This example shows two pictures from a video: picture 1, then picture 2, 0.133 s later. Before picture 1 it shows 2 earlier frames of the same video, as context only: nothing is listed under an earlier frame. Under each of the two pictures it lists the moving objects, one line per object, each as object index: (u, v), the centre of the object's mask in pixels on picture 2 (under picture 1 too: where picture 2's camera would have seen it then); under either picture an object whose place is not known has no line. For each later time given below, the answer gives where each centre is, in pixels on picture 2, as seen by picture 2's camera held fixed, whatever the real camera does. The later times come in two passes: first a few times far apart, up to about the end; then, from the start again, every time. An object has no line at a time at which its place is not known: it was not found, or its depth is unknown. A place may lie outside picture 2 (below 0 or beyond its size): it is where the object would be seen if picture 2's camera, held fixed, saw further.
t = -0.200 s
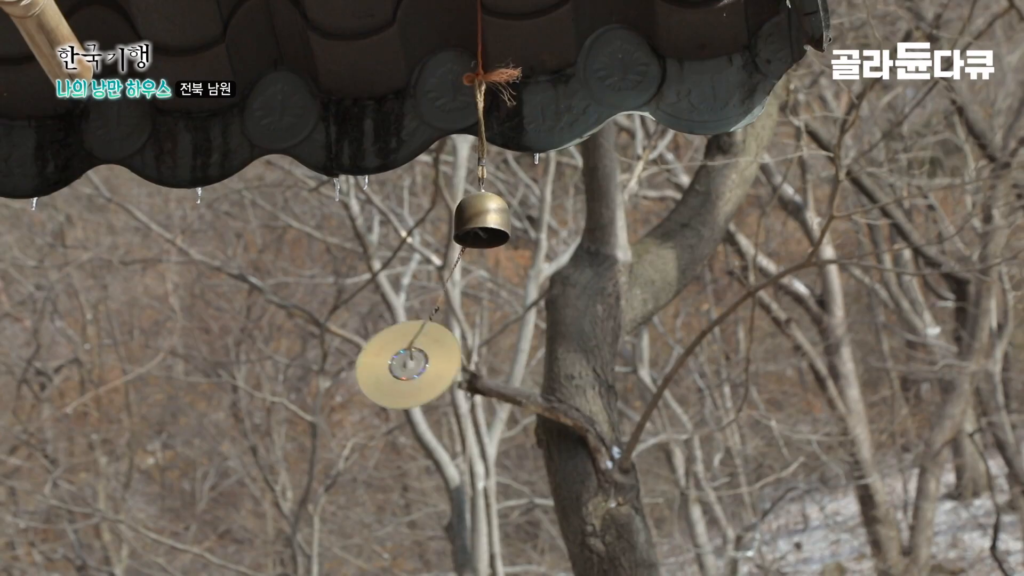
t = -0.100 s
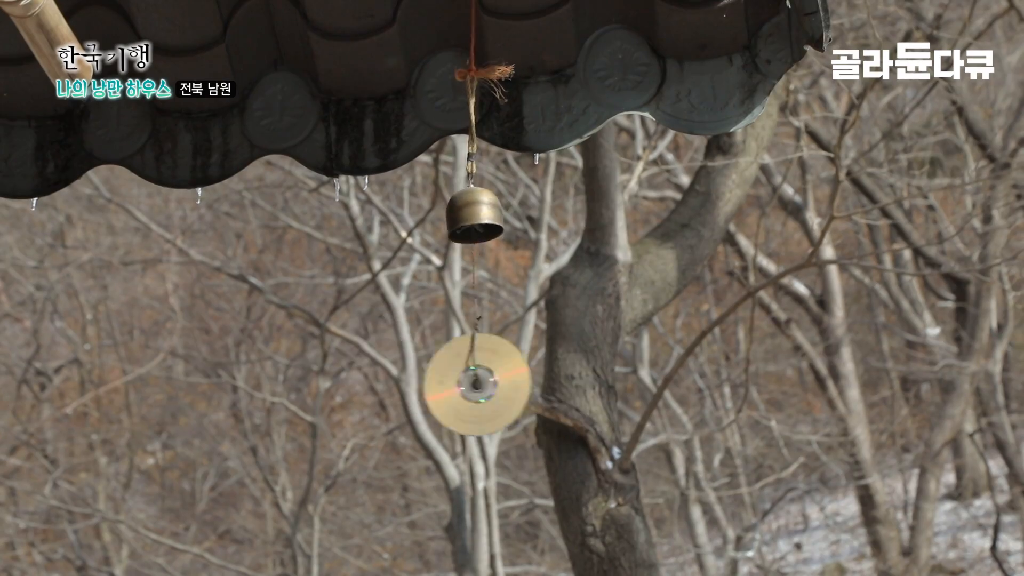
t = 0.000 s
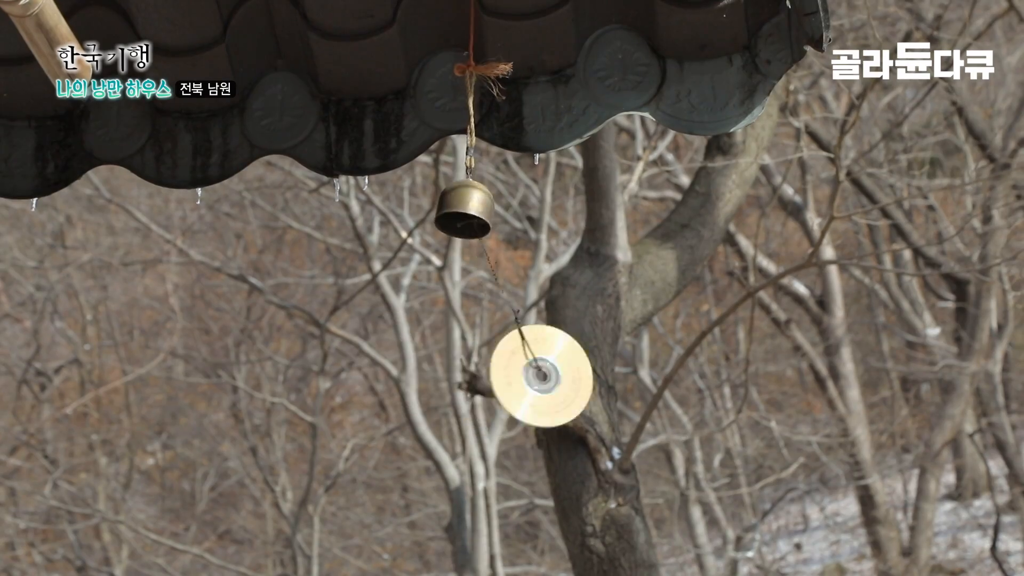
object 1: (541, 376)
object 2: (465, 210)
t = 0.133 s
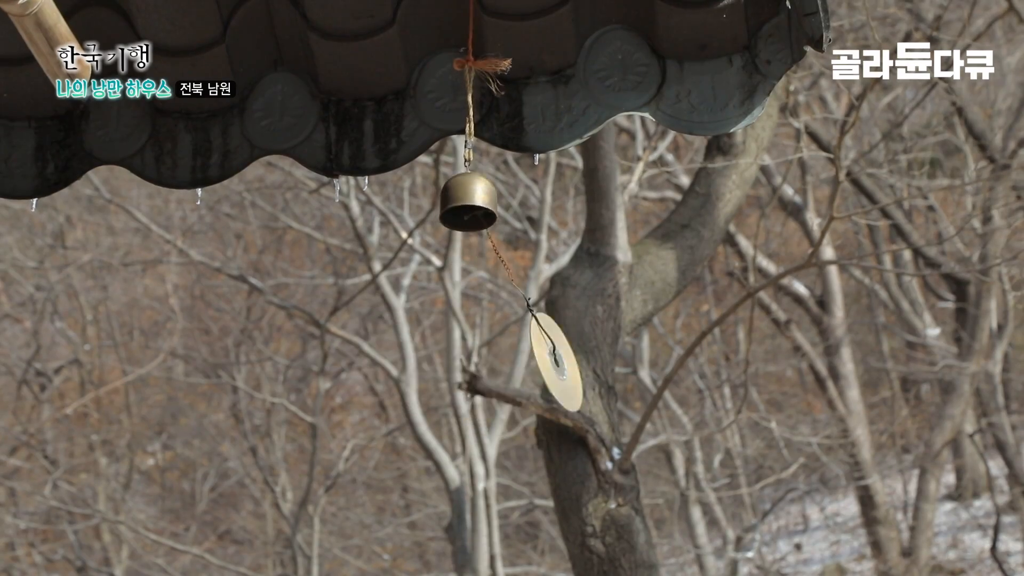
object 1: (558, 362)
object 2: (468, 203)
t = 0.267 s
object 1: (501, 385)
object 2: (482, 200)
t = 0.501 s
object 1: (388, 320)
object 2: (493, 210)
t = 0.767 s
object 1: (483, 365)
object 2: (452, 211)
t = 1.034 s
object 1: (481, 384)
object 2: (452, 203)
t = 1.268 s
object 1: (387, 354)
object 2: (488, 210)
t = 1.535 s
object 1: (470, 360)
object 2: (481, 216)
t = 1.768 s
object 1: (508, 383)
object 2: (462, 208)
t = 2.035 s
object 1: (414, 375)
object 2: (473, 206)
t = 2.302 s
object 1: (407, 345)
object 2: (470, 212)
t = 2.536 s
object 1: (473, 379)
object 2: (455, 208)
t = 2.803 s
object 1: (469, 387)
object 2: (470, 207)
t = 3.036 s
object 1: (427, 368)
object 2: (492, 213)
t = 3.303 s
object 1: (443, 373)
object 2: (474, 214)
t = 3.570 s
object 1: (496, 385)
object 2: (450, 207)
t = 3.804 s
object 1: (444, 393)
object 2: (469, 213)
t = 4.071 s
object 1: (374, 335)
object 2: (484, 221)
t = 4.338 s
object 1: (415, 385)
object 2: (452, 210)
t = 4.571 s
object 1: (439, 384)
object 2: (433, 200)
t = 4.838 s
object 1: (368, 330)
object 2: (463, 212)
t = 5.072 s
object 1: (406, 361)
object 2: (478, 212)
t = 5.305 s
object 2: (470, 209)
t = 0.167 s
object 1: (549, 369)
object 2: (471, 201)
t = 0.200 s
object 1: (538, 373)
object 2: (474, 200)
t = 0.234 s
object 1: (522, 380)
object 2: (478, 200)
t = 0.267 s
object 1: (501, 385)
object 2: (482, 200)
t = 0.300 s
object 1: (479, 384)
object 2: (485, 201)
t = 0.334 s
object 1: (456, 379)
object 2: (489, 203)
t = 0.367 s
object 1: (433, 370)
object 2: (493, 204)
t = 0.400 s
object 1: (415, 357)
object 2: (496, 206)
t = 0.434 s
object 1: (401, 343)
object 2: (497, 207)
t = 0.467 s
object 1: (392, 330)
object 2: (496, 209)
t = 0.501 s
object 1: (388, 320)
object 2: (493, 210)
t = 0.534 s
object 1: (388, 315)
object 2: (490, 212)
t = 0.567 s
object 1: (392, 316)
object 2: (486, 213)
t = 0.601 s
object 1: (400, 321)
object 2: (482, 214)
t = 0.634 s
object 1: (412, 329)
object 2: (477, 214)
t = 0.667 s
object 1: (428, 339)
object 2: (471, 214)
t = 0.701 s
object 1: (447, 351)
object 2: (465, 213)
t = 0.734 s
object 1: (465, 359)
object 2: (458, 212)
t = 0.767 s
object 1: (483, 365)
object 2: (452, 211)
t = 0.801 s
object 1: (497, 368)
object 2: (448, 210)
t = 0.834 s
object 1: (508, 370)
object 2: (444, 209)
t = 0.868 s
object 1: (514, 371)
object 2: (442, 207)
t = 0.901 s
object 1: (516, 373)
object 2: (441, 206)
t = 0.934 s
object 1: (512, 375)
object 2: (442, 205)
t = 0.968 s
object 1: (504, 367)
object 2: (445, 204)
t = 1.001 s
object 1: (494, 380)
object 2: (448, 203)
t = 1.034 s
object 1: (481, 384)
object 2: (452, 203)
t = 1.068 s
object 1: (464, 387)
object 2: (457, 204)
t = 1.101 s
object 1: (446, 387)
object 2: (463, 204)
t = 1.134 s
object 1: (428, 383)
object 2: (469, 205)
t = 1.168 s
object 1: (412, 376)
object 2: (475, 206)
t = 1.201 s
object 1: (399, 369)
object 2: (481, 207)
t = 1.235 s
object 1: (390, 361)
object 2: (485, 209)
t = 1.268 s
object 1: (387, 354)
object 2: (488, 210)
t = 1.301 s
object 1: (388, 350)
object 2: (490, 212)
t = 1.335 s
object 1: (393, 351)
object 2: (492, 213)
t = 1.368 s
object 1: (404, 351)
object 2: (492, 214)
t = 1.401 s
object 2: (492, 215)
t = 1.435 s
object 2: (490, 216)
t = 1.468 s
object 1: (447, 356)
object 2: (488, 216)
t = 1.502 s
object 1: (459, 358)
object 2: (485, 216)
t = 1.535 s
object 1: (470, 360)
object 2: (481, 216)
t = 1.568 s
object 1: (479, 364)
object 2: (477, 215)
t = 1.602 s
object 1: (487, 369)
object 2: (474, 215)
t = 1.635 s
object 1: (496, 374)
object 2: (470, 214)
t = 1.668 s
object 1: (501, 378)
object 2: (467, 212)
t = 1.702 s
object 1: (507, 380)
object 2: (465, 211)
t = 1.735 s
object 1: (509, 382)
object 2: (463, 209)
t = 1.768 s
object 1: (508, 383)
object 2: (462, 208)
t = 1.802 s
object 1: (504, 384)
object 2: (461, 207)
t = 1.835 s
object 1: (498, 385)
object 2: (461, 206)
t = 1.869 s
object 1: (487, 383)
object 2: (462, 205)
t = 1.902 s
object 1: (475, 387)
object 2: (463, 205)
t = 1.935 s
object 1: (460, 386)
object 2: (465, 205)
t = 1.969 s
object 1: (444, 384)
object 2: (468, 205)
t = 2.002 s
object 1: (428, 381)
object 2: (470, 205)
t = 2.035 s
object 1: (414, 375)
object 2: (473, 206)
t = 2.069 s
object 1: (403, 369)
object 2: (474, 207)
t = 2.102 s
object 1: (395, 363)
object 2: (475, 207)
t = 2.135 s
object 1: (391, 359)
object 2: (475, 208)
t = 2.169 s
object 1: (390, 354)
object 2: (475, 209)
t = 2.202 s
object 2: (474, 210)
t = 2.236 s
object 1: (398, 346)
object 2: (473, 211)
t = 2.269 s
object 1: (402, 346)
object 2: (472, 212)
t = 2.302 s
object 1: (407, 345)
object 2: (470, 212)
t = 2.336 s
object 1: (413, 346)
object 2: (468, 212)
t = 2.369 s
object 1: (419, 350)
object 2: (466, 212)
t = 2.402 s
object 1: (427, 357)
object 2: (463, 212)
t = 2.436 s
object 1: (437, 364)
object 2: (461, 211)
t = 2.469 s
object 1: (449, 370)
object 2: (459, 210)
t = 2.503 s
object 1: (461, 375)
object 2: (457, 209)
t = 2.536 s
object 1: (473, 379)
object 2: (455, 208)
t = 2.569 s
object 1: (483, 380)
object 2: (454, 207)
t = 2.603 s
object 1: (491, 381)
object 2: (454, 207)
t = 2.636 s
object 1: (496, 382)
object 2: (455, 206)
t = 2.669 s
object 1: (497, 378)
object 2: (457, 206)
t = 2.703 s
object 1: (495, 385)
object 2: (459, 206)
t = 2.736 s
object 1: (489, 385)
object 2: (463, 206)
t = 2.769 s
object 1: (480, 386)
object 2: (467, 206)
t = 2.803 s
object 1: (469, 387)
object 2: (470, 207)
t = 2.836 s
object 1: (458, 387)
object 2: (475, 208)
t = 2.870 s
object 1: (447, 385)
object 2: (479, 208)
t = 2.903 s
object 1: (439, 382)
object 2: (483, 209)
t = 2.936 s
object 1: (432, 379)
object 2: (487, 210)
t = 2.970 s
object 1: (428, 376)
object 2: (489, 211)
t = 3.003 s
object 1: (427, 372)
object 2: (491, 212)
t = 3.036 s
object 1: (427, 368)
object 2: (492, 213)
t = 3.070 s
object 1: (433, 356)
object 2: (492, 214)
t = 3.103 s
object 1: (429, 366)
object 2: (492, 214)
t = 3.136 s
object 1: (431, 361)
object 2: (490, 215)
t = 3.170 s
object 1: (432, 359)
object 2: (488, 215)
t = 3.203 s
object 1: (432, 359)
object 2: (485, 215)
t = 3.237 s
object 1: (434, 362)
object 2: (482, 215)
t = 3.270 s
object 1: (437, 367)
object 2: (479, 215)
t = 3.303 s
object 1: (443, 373)
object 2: (474, 214)
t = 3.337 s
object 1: (450, 379)
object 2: (470, 213)
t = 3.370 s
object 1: (458, 383)
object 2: (466, 212)
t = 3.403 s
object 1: (466, 386)
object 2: (461, 210)
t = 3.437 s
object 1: (474, 387)
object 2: (457, 209)
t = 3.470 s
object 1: (482, 387)
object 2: (453, 208)
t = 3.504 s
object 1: (488, 387)
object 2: (451, 208)
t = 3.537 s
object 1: (493, 386)
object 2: (450, 207)
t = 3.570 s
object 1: (496, 385)
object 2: (450, 207)
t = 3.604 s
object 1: (496, 385)
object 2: (450, 207)
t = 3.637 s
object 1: (494, 386)
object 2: (452, 207)
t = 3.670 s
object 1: (489, 388)
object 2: (454, 208)
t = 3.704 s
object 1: (481, 391)
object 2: (457, 209)
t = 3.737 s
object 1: (469, 394)
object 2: (461, 210)
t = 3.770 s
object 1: (458, 394)
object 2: (465, 212)
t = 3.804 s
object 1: (444, 393)
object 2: (469, 213)
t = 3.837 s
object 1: (430, 390)
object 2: (474, 215)
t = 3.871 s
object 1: (416, 383)
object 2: (478, 216)
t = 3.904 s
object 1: (403, 376)
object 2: (481, 218)
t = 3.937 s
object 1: (393, 365)
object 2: (484, 219)
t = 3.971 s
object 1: (385, 355)
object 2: (485, 220)
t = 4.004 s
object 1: (380, 346)
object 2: (485, 220)
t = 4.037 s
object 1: (376, 339)
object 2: (485, 221)
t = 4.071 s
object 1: (374, 335)
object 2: (484, 221)
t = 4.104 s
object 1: (373, 334)
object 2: (482, 221)
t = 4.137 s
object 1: (374, 337)
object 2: (479, 220)
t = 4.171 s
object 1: (377, 343)
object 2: (476, 219)
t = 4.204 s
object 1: (382, 352)
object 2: (472, 218)
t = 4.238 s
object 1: (388, 362)
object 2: (467, 216)
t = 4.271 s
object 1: (396, 372)
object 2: (462, 214)
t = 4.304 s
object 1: (405, 380)
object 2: (457, 212)
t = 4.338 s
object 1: (415, 385)
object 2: (452, 210)
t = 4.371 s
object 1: (425, 388)
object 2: (446, 207)
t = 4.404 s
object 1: (433, 389)
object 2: (442, 205)
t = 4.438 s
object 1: (440, 387)
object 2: (438, 203)
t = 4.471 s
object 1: (443, 385)
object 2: (435, 202)
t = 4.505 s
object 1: (444, 386)
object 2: (433, 201)
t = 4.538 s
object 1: (443, 383)
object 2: (432, 200)
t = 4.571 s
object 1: (439, 384)
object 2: (433, 200)
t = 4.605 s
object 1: (432, 385)
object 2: (434, 201)
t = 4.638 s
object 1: (423, 384)
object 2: (437, 202)
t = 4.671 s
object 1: (413, 381)
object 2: (440, 204)
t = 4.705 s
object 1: (401, 375)
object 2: (445, 205)
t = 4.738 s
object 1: (390, 366)
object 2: (449, 207)
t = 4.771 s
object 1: (381, 354)
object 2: (454, 209)
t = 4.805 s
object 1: (373, 342)
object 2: (458, 210)
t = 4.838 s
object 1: (368, 330)
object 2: (463, 212)
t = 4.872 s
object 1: (366, 321)
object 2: (466, 213)
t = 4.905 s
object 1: (367, 316)
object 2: (469, 214)
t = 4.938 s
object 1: (370, 316)
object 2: (472, 214)
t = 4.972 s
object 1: (375, 322)
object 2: (474, 214)
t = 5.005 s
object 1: (383, 333)
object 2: (476, 214)
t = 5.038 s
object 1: (393, 347)
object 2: (478, 213)
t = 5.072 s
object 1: (406, 361)
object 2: (478, 212)
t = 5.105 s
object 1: (422, 374)
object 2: (478, 212)
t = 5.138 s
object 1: (439, 384)
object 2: (477, 211)
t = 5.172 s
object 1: (454, 390)
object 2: (475, 210)
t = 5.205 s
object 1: (467, 392)
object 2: (473, 210)
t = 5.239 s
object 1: (478, 390)
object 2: (472, 209)
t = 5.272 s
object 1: (485, 383)
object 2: (471, 209)
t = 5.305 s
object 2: (470, 209)
